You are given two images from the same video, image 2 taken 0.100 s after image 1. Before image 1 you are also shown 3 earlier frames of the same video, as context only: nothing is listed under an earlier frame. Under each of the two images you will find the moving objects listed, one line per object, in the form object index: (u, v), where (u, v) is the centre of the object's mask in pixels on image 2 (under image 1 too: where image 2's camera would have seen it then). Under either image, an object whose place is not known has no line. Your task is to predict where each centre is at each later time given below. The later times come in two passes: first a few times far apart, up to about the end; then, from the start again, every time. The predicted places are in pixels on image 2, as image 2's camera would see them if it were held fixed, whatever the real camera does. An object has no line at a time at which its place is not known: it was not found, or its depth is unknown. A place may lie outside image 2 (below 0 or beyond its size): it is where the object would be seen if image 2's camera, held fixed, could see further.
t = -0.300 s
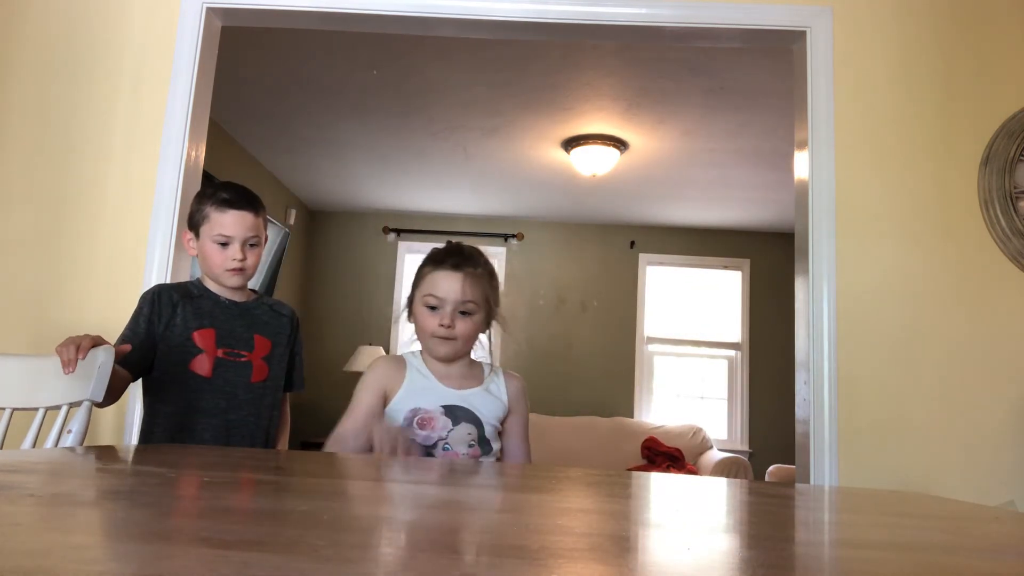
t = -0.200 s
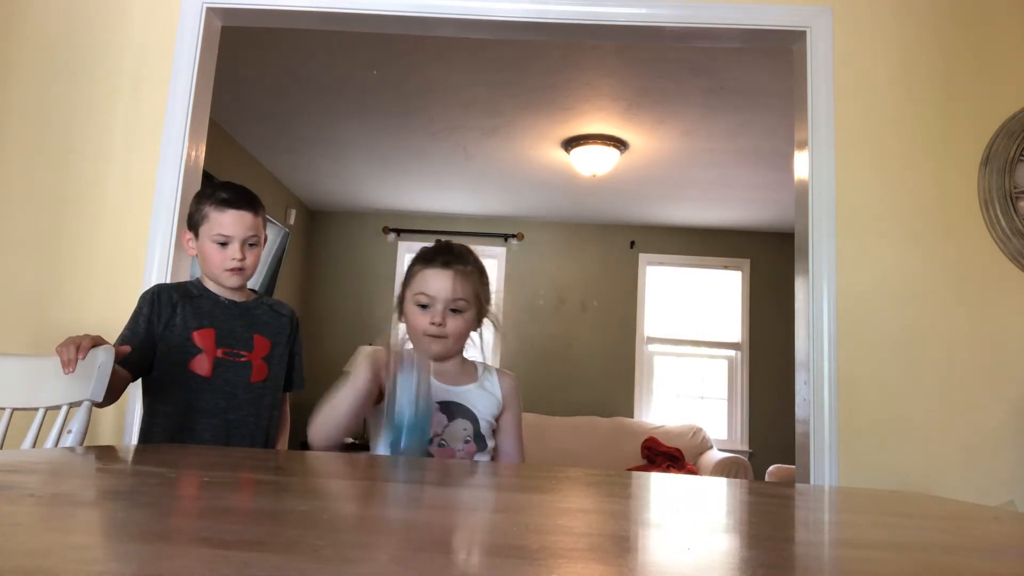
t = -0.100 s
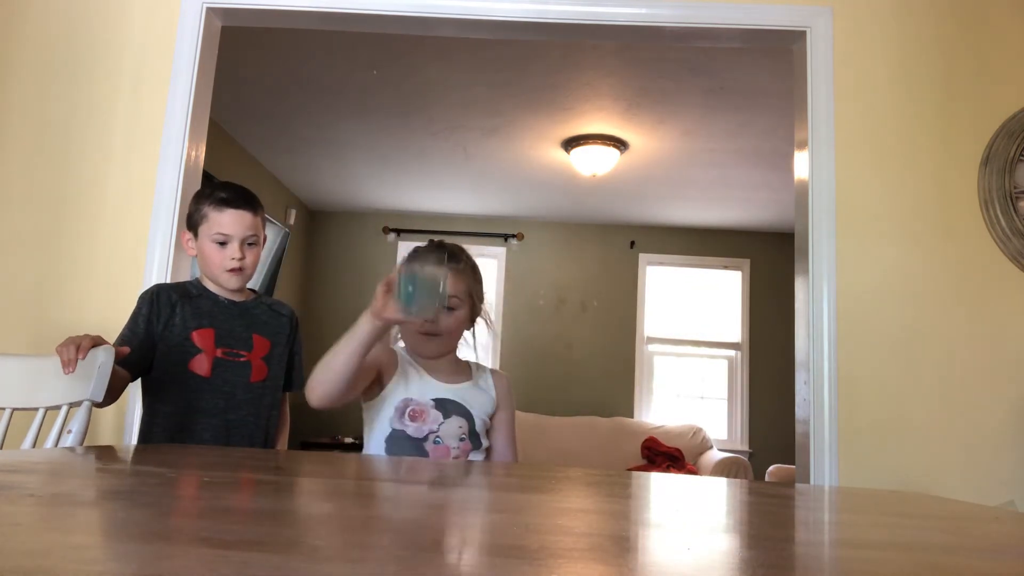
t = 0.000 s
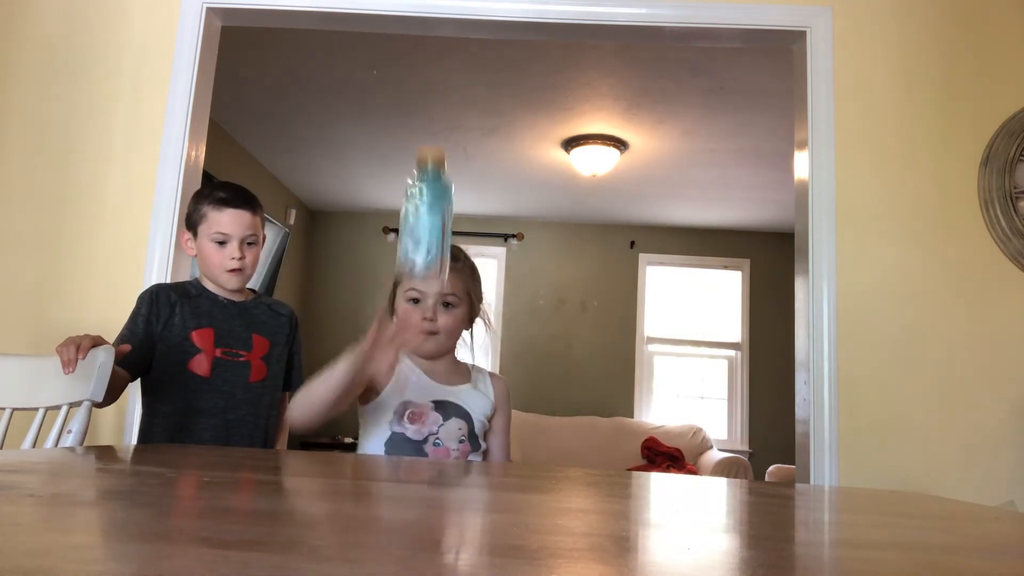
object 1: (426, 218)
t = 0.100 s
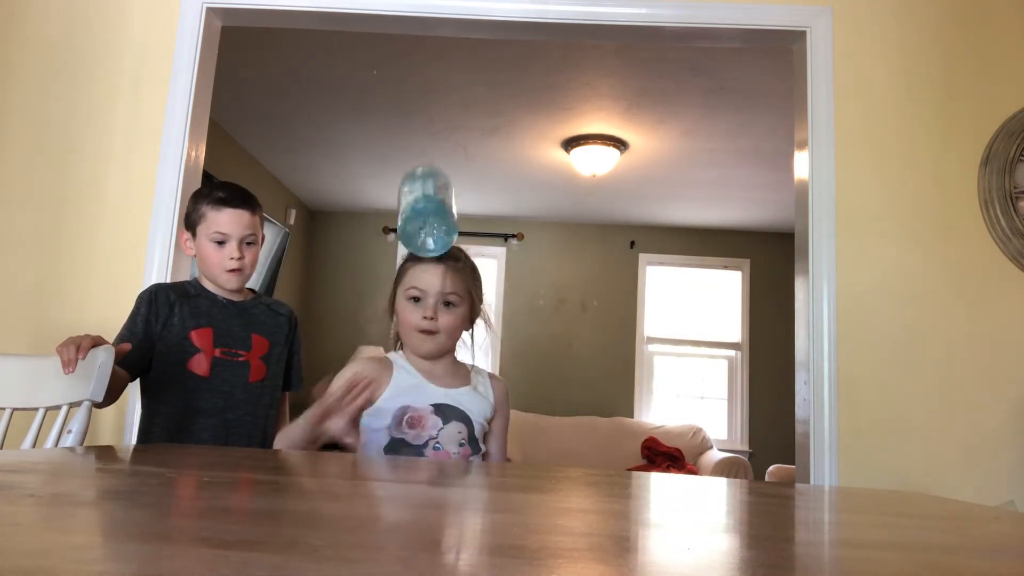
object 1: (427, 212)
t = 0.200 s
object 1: (424, 277)
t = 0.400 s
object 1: (412, 439)
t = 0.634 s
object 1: (404, 448)
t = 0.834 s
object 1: (393, 452)
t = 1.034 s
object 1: (374, 452)
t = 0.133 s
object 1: (427, 225)
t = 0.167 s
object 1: (426, 249)
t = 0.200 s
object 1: (424, 277)
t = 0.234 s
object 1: (420, 317)
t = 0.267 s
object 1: (413, 368)
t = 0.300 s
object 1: (408, 431)
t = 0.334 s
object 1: (407, 433)
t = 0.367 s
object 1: (408, 434)
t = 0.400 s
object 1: (412, 439)
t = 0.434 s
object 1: (412, 441)
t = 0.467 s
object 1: (410, 443)
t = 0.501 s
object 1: (406, 444)
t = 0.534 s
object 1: (405, 445)
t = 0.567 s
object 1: (405, 445)
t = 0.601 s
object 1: (405, 446)
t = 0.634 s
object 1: (404, 448)
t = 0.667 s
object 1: (403, 449)
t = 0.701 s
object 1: (399, 451)
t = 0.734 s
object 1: (396, 451)
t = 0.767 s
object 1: (394, 452)
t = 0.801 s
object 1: (393, 452)
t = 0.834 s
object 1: (393, 452)
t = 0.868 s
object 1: (391, 452)
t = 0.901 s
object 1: (388, 453)
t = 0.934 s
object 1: (385, 453)
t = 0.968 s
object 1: (381, 452)
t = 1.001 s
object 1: (377, 452)
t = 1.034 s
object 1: (374, 452)
